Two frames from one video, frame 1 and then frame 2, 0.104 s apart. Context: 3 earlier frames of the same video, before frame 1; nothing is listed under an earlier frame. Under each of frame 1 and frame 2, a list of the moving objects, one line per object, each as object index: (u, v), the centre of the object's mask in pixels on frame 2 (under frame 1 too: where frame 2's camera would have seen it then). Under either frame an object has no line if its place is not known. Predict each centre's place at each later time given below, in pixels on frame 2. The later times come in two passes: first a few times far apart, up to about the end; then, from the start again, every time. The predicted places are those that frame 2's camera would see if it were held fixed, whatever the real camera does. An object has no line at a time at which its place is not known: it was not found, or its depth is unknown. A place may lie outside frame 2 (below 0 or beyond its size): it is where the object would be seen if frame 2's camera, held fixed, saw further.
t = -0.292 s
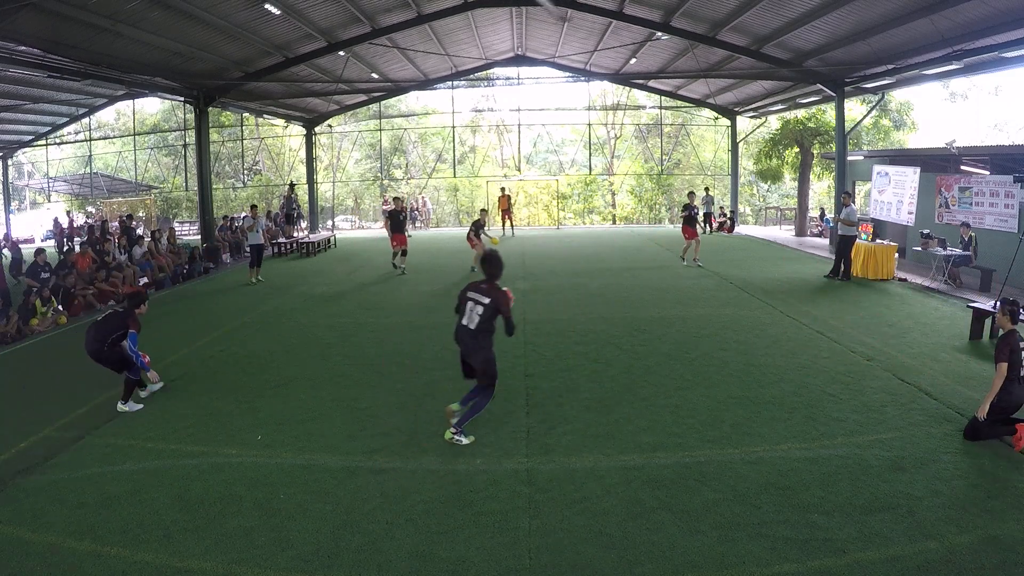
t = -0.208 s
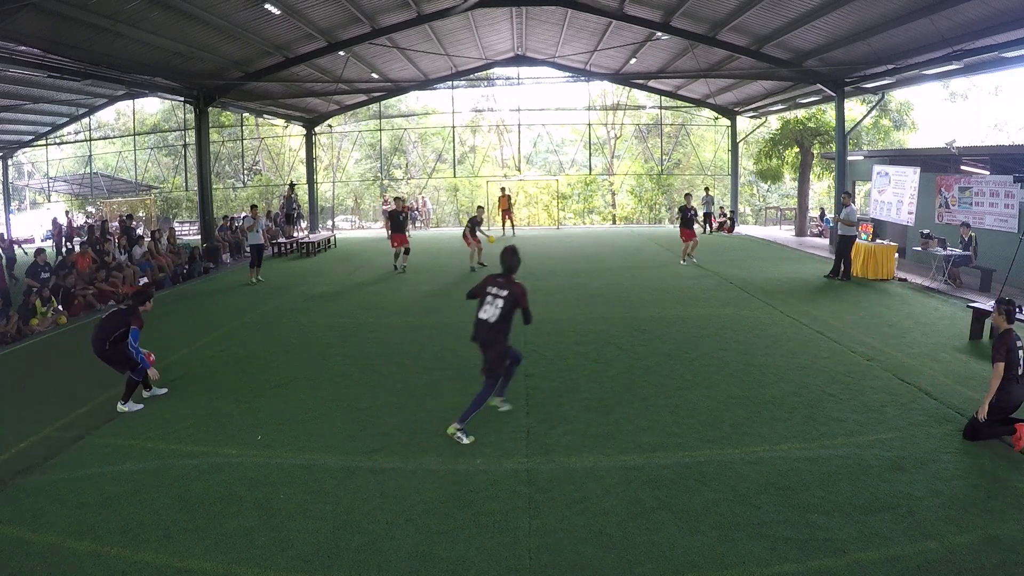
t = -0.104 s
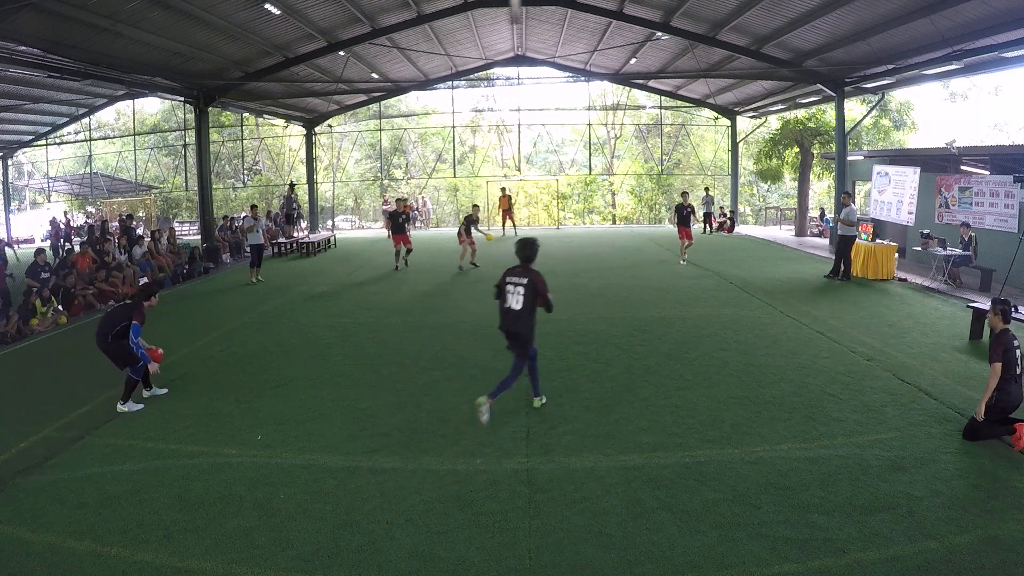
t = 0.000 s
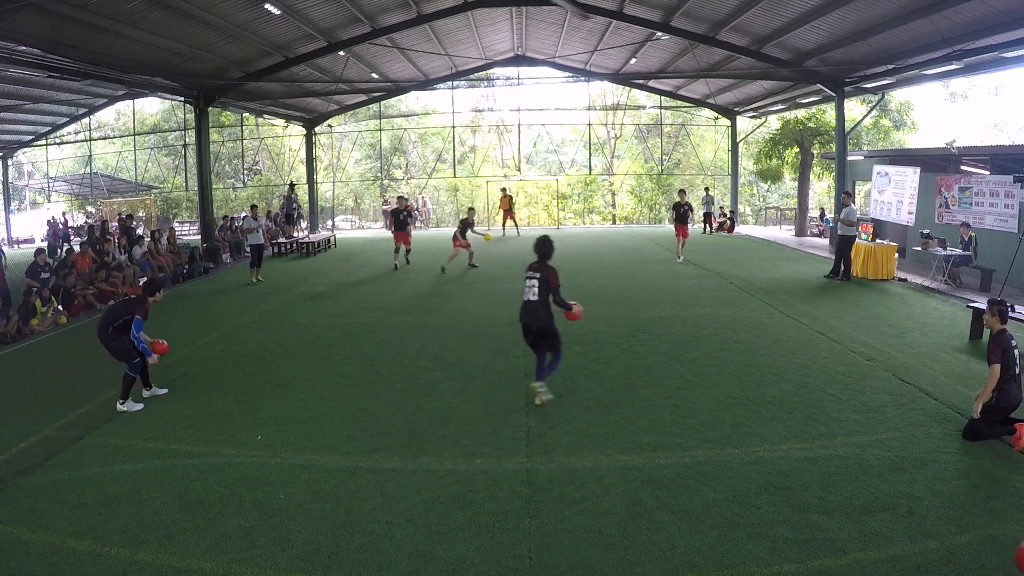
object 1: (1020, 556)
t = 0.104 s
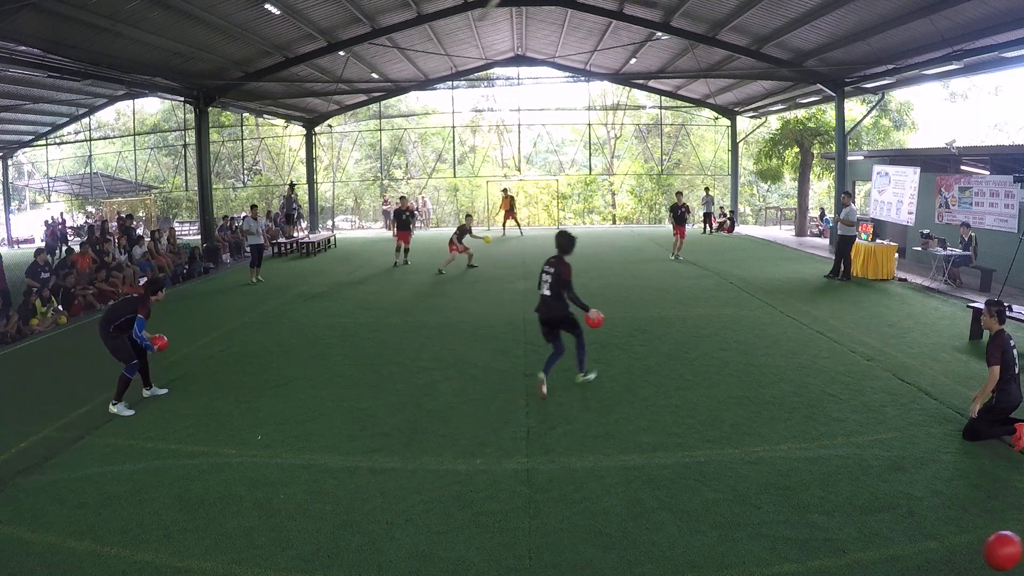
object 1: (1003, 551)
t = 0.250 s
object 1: (956, 567)
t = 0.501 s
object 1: (922, 511)
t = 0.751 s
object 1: (888, 504)
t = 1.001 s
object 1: (869, 469)
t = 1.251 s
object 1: (852, 457)
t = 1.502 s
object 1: (840, 446)
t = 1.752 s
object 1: (831, 434)
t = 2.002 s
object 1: (825, 424)
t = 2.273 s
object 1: (820, 415)
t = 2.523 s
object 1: (820, 409)
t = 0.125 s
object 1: (996, 552)
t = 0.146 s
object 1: (990, 553)
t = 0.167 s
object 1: (983, 556)
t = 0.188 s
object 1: (975, 559)
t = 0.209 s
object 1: (969, 562)
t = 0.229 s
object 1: (962, 564)
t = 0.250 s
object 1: (956, 567)
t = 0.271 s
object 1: (949, 569)
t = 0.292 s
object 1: (944, 572)
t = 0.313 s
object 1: (938, 570)
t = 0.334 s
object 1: (937, 566)
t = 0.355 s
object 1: (935, 560)
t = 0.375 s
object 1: (934, 552)
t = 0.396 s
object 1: (932, 543)
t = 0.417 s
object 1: (930, 535)
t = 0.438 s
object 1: (929, 528)
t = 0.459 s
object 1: (927, 521)
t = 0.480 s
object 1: (924, 516)
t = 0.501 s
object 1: (922, 511)
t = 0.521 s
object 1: (919, 507)
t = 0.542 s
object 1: (917, 503)
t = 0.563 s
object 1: (914, 501)
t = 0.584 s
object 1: (912, 499)
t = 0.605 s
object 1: (909, 497)
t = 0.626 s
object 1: (906, 496)
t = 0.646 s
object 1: (903, 496)
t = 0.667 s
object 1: (900, 496)
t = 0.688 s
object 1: (897, 497)
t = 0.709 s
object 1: (894, 499)
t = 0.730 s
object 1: (891, 501)
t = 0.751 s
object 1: (888, 504)
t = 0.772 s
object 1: (885, 507)
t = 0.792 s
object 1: (882, 509)
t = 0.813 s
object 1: (881, 503)
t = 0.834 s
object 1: (880, 497)
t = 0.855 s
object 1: (879, 491)
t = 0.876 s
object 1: (877, 486)
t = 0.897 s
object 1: (876, 482)
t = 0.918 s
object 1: (875, 479)
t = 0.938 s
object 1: (873, 475)
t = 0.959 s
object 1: (872, 473)
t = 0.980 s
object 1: (870, 471)
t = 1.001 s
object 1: (869, 469)
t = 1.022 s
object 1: (867, 469)
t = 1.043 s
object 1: (865, 468)
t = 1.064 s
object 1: (863, 469)
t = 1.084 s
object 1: (861, 470)
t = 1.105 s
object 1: (859, 471)
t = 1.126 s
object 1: (858, 473)
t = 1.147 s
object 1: (856, 473)
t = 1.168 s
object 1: (855, 469)
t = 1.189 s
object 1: (854, 465)
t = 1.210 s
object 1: (854, 462)
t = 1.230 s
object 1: (853, 459)
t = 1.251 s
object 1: (852, 457)
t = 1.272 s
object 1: (851, 455)
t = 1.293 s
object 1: (850, 454)
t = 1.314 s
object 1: (849, 454)
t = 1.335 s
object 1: (848, 454)
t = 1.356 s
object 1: (846, 454)
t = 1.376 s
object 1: (845, 455)
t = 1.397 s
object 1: (844, 455)
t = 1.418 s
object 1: (843, 453)
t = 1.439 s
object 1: (842, 450)
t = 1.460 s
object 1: (842, 448)
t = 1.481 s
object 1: (841, 446)
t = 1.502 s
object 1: (840, 446)
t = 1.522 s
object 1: (839, 445)
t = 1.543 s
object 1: (839, 445)
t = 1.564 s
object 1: (838, 445)
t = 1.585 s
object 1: (837, 443)
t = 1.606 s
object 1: (836, 441)
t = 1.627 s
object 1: (835, 440)
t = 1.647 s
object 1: (835, 439)
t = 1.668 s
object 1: (834, 438)
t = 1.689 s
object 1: (833, 437)
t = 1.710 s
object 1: (832, 436)
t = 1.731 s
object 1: (832, 435)
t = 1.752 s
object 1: (831, 434)
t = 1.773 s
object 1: (830, 433)
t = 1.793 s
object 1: (830, 432)
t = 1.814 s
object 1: (829, 431)
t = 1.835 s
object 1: (829, 430)
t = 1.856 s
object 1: (828, 430)
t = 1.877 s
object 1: (828, 429)
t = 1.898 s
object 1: (827, 428)
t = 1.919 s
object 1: (826, 427)
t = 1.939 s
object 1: (826, 426)
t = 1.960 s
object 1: (826, 425)
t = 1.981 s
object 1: (825, 425)
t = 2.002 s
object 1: (825, 424)
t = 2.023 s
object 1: (824, 423)
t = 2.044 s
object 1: (824, 422)
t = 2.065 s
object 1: (823, 422)
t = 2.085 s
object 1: (823, 421)
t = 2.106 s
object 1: (822, 420)
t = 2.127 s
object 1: (822, 419)
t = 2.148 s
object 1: (822, 419)
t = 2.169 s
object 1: (821, 418)
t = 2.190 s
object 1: (821, 418)
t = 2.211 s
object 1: (821, 417)
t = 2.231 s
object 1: (820, 416)
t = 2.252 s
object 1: (820, 416)
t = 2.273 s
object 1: (820, 415)
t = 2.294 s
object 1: (820, 414)
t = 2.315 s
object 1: (820, 414)
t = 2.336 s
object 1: (820, 413)
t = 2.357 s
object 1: (820, 412)
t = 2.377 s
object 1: (820, 412)
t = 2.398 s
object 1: (820, 412)
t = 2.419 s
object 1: (820, 411)
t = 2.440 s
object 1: (820, 411)
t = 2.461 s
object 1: (820, 410)
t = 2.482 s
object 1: (820, 410)
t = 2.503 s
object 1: (820, 410)
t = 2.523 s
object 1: (820, 409)
